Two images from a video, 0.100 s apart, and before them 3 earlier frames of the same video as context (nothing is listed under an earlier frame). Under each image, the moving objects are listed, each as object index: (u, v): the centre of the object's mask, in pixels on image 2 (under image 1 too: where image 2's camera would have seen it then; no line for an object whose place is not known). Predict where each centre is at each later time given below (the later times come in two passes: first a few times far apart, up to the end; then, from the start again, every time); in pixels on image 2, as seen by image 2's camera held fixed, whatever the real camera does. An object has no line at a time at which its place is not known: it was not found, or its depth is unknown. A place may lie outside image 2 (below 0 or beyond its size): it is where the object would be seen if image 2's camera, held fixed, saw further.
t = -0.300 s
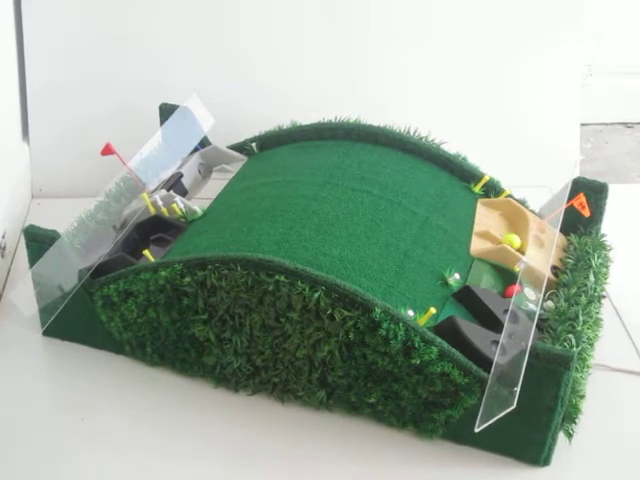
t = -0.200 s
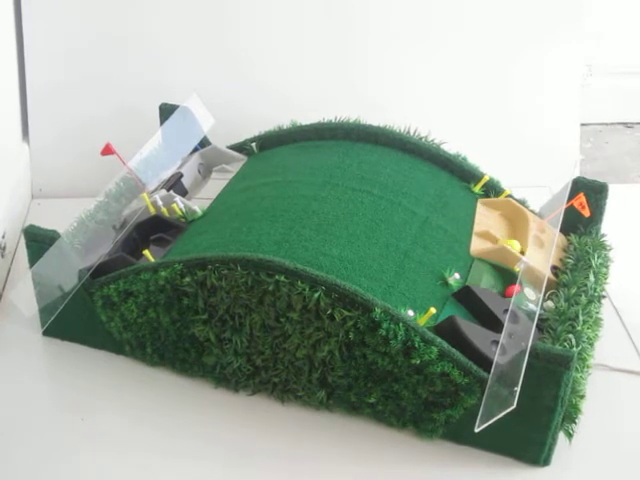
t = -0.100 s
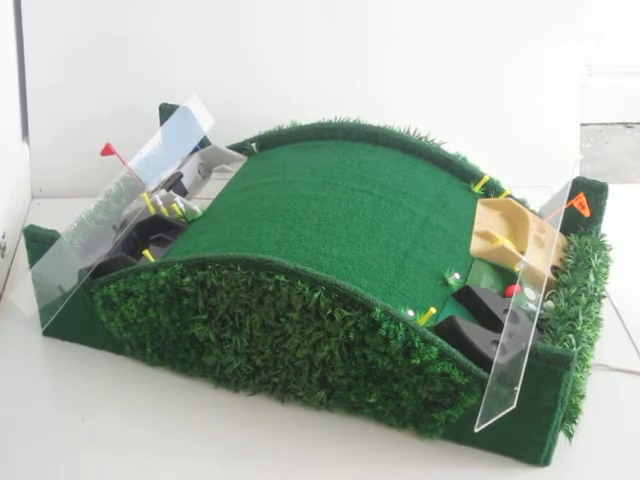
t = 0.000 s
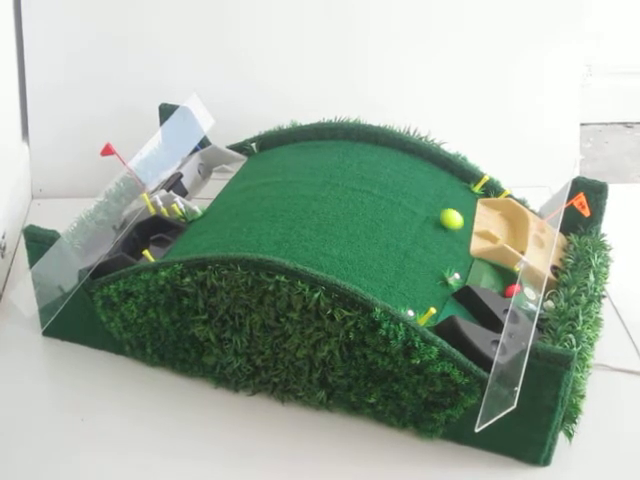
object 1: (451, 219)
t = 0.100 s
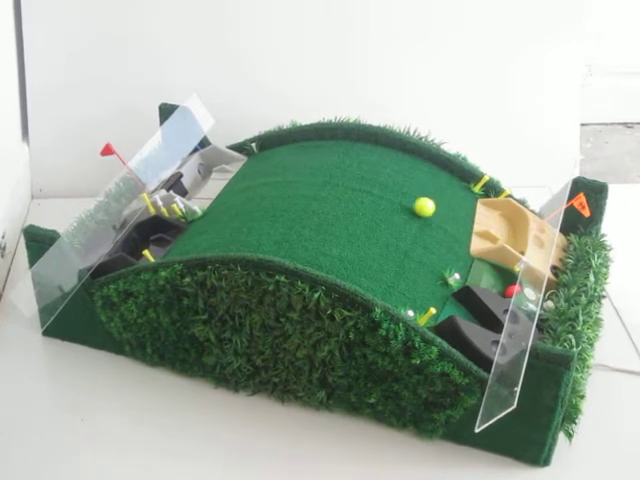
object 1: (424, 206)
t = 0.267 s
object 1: (404, 206)
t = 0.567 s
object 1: (431, 233)
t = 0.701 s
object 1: (469, 264)
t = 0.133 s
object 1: (418, 205)
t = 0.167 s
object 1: (413, 205)
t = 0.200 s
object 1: (409, 205)
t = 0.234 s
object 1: (406, 205)
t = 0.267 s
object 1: (404, 206)
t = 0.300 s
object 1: (403, 208)
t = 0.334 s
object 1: (404, 209)
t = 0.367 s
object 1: (405, 211)
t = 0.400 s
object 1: (407, 213)
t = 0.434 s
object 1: (410, 216)
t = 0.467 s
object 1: (413, 219)
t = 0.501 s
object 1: (418, 223)
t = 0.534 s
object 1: (424, 228)
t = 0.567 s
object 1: (431, 233)
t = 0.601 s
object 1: (439, 239)
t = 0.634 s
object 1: (448, 246)
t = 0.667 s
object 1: (458, 255)
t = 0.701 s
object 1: (469, 264)
